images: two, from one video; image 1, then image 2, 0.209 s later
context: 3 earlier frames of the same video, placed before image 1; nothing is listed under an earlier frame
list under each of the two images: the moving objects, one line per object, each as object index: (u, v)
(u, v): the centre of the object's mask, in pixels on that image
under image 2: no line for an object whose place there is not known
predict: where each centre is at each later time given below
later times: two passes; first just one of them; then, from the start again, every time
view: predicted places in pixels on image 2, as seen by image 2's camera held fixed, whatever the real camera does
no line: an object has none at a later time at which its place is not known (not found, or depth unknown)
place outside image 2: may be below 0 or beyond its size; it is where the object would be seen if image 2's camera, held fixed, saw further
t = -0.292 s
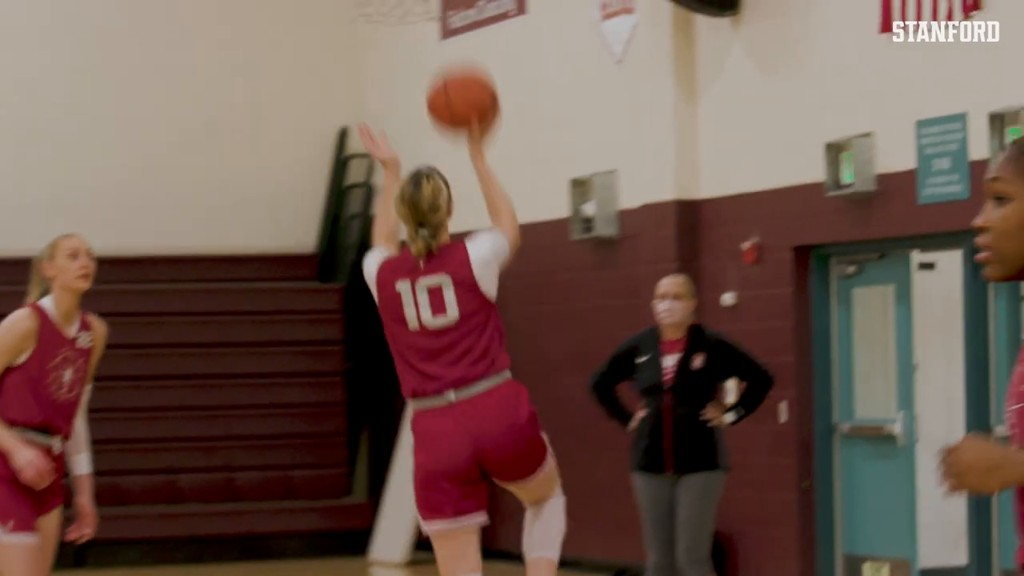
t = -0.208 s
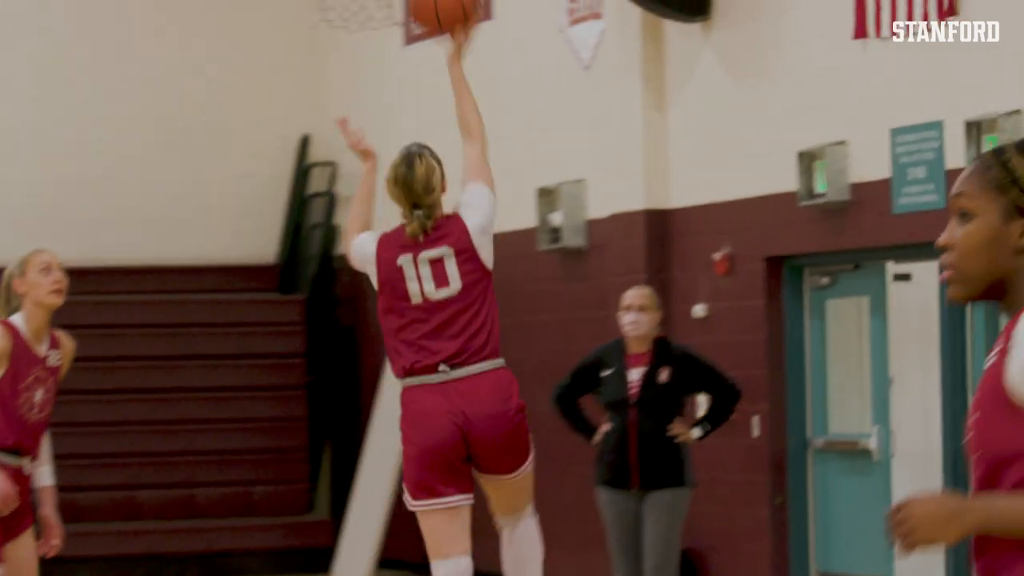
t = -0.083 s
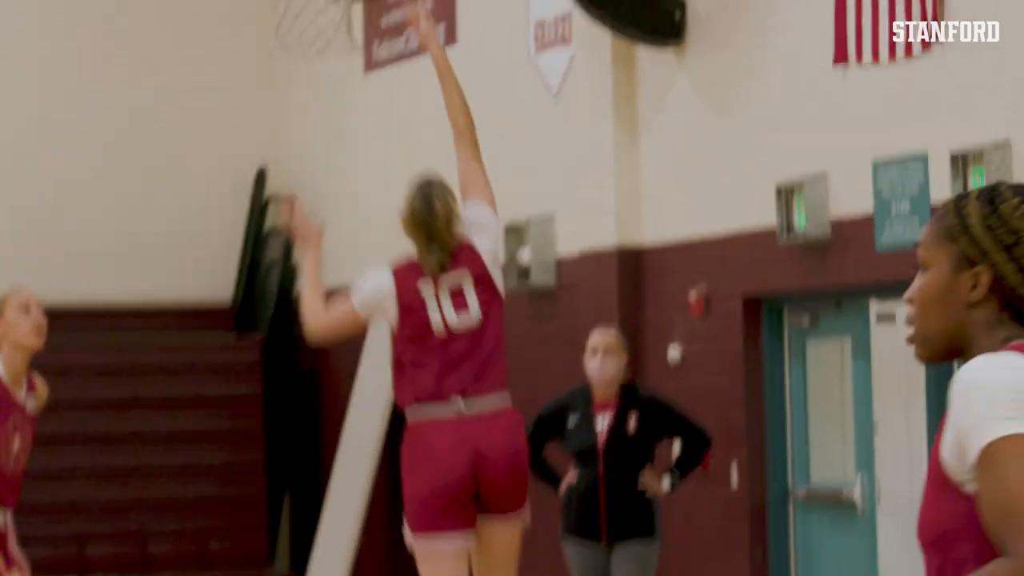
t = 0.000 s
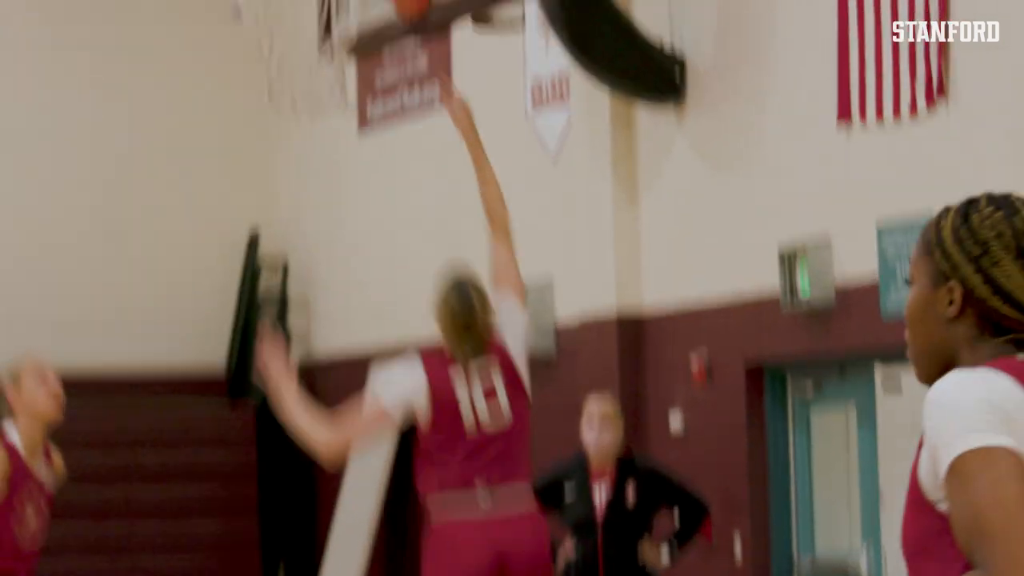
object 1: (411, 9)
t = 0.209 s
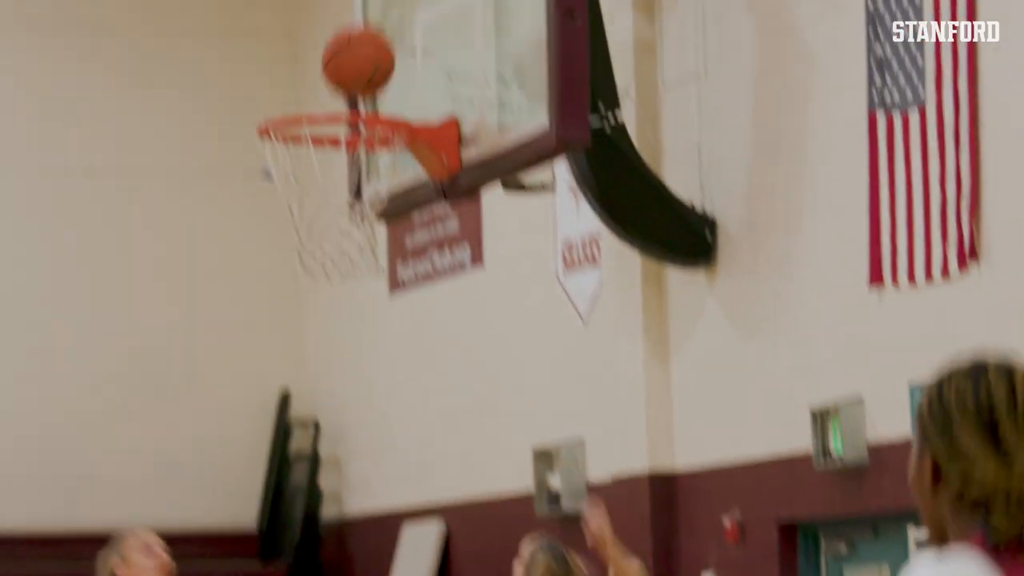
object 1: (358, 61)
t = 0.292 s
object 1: (327, 90)
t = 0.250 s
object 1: (342, 76)
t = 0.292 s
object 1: (327, 90)
